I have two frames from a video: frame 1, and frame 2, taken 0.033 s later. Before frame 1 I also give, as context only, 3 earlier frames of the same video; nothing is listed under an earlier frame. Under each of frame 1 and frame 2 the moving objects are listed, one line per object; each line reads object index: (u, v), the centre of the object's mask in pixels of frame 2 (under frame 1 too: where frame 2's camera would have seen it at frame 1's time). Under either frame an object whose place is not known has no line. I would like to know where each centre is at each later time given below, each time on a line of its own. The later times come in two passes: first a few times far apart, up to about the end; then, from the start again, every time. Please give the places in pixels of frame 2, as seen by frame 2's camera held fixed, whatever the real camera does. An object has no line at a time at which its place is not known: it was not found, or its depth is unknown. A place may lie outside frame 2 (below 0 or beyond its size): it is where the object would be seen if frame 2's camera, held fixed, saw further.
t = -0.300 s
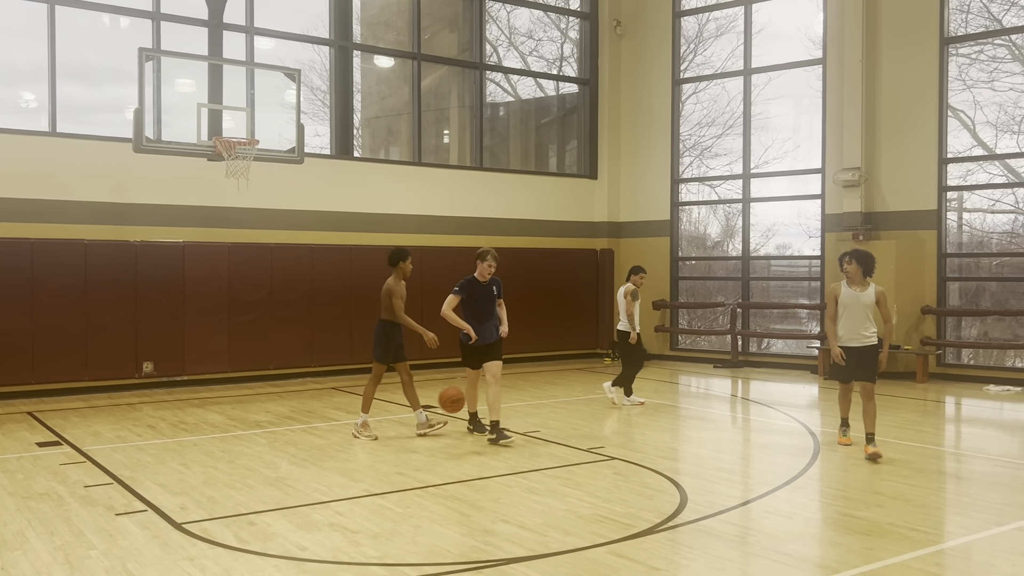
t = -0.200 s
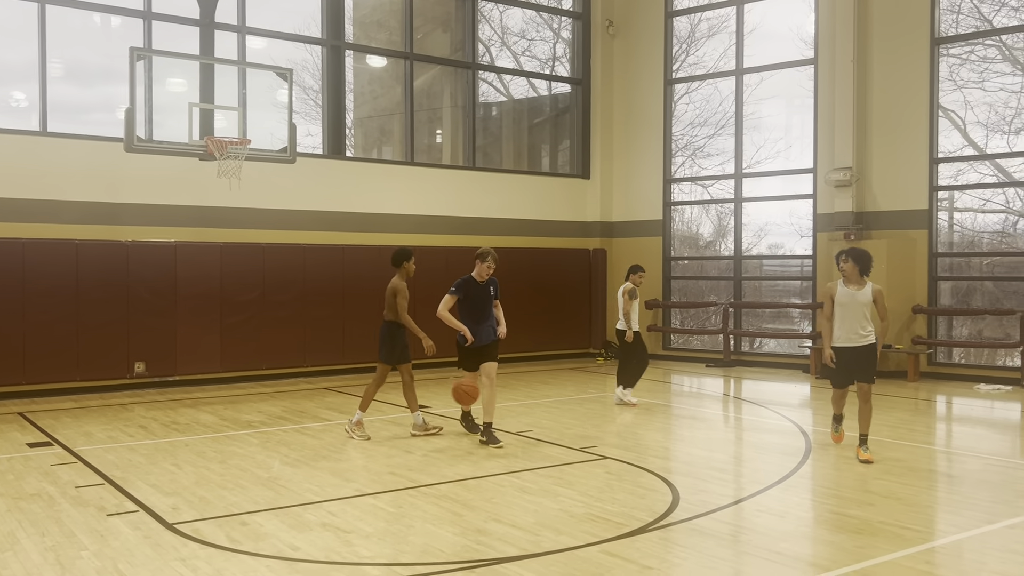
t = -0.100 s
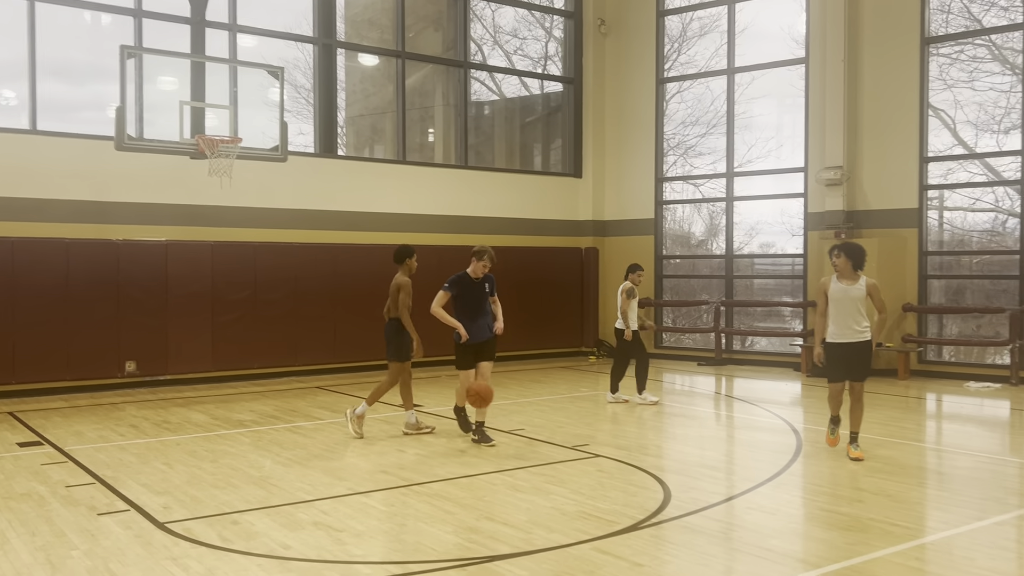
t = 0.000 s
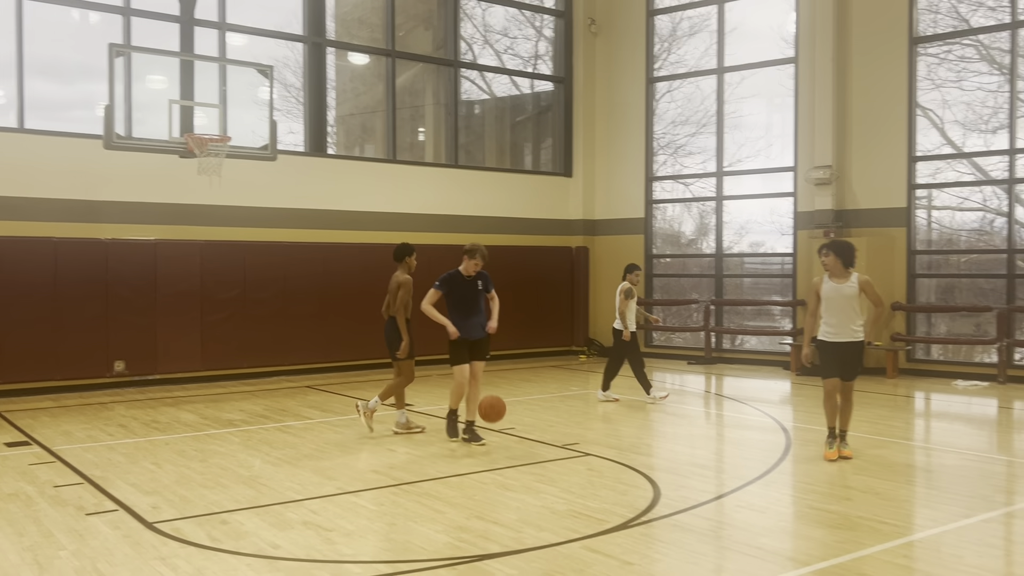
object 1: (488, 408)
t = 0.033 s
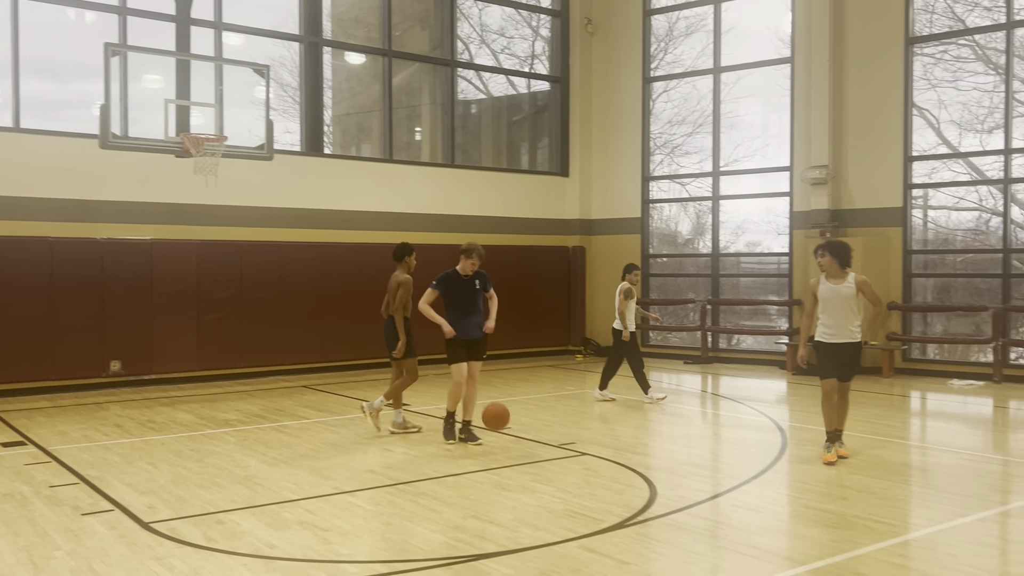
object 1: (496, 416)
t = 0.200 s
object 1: (534, 430)
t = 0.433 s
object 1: (590, 420)
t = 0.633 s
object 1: (640, 452)
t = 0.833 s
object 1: (692, 438)
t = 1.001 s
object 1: (738, 466)
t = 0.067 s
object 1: (503, 425)
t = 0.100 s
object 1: (511, 436)
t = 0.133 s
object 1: (519, 445)
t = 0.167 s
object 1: (526, 436)
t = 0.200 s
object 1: (534, 430)
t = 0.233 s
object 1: (542, 425)
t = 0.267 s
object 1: (550, 421)
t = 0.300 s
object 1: (558, 418)
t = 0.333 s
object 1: (565, 416)
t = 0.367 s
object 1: (574, 416)
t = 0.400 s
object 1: (582, 417)
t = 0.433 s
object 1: (590, 420)
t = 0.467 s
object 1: (598, 424)
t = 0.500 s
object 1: (606, 429)
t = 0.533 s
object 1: (615, 436)
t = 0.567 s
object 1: (623, 444)
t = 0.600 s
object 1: (631, 454)
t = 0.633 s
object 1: (640, 452)
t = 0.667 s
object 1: (649, 446)
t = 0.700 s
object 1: (657, 441)
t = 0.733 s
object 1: (666, 438)
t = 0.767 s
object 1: (675, 437)
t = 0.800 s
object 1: (684, 437)
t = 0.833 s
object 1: (692, 438)
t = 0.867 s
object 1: (701, 440)
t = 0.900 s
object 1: (710, 444)
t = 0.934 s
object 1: (719, 450)
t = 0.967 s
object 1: (729, 457)
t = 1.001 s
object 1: (738, 466)
